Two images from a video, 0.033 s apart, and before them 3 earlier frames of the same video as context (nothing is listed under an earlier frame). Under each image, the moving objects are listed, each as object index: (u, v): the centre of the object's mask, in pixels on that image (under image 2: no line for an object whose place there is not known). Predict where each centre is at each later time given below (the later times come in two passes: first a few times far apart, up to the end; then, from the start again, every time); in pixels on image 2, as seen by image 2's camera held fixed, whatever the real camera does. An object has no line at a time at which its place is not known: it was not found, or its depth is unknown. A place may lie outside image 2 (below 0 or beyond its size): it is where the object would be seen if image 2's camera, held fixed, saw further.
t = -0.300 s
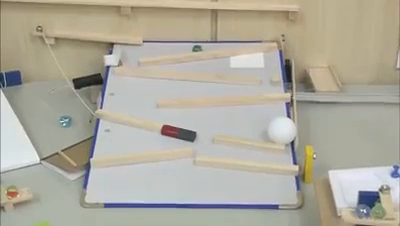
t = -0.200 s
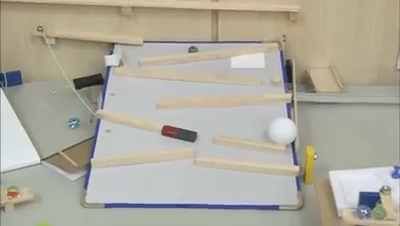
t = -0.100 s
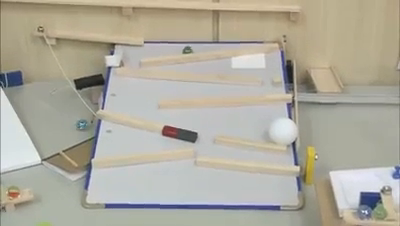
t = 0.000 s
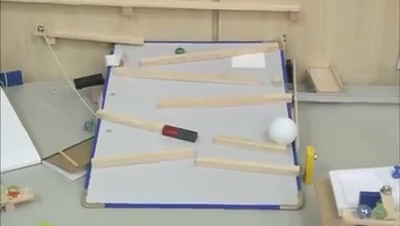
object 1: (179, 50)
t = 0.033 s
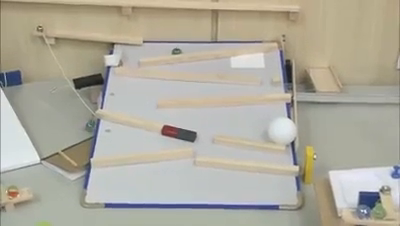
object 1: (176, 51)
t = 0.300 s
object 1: (149, 53)
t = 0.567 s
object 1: (125, 62)
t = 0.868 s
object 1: (140, 65)
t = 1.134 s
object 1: (155, 66)
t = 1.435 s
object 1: (172, 67)
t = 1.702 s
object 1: (189, 68)
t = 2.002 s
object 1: (207, 69)
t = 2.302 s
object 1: (225, 71)
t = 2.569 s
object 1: (239, 71)
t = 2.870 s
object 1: (254, 72)
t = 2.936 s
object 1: (258, 73)
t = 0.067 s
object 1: (173, 50)
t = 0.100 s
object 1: (170, 51)
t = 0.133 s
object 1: (167, 51)
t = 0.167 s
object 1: (164, 52)
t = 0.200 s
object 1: (160, 52)
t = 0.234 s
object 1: (157, 53)
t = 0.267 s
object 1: (153, 53)
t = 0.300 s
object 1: (149, 53)
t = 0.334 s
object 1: (146, 54)
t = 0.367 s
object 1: (142, 54)
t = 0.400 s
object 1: (138, 56)
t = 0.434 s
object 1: (134, 57)
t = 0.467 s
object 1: (130, 58)
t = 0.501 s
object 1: (125, 60)
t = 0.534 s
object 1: (123, 61)
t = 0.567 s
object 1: (125, 62)
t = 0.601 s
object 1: (126, 63)
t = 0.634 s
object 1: (127, 63)
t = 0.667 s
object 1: (130, 63)
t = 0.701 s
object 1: (131, 64)
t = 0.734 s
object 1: (133, 64)
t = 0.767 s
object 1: (134, 64)
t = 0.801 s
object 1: (136, 64)
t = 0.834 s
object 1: (138, 64)
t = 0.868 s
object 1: (140, 65)
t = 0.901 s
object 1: (141, 65)
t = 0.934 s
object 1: (143, 65)
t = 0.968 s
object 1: (145, 65)
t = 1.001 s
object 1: (146, 65)
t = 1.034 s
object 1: (148, 65)
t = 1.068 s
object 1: (151, 65)
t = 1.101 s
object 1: (153, 65)
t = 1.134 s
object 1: (155, 66)
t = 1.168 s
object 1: (156, 66)
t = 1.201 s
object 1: (158, 66)
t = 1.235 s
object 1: (160, 66)
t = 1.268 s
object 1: (162, 66)
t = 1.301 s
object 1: (165, 66)
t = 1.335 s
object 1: (167, 67)
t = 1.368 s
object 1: (168, 67)
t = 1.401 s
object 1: (171, 67)
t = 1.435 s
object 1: (172, 67)
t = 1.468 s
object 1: (175, 67)
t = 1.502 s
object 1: (177, 67)
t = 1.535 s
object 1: (179, 67)
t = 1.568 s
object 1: (181, 68)
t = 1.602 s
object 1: (183, 68)
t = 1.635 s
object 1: (185, 68)
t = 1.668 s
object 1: (187, 68)
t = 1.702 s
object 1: (189, 68)
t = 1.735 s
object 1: (191, 68)
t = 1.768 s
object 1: (193, 68)
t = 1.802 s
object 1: (195, 69)
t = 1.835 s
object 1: (198, 69)
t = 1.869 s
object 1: (199, 69)
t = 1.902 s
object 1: (202, 69)
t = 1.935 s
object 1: (203, 69)
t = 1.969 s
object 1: (205, 69)
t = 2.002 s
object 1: (207, 69)
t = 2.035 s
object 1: (209, 69)
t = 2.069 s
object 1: (211, 70)
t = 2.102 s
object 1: (213, 70)
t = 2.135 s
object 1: (216, 70)
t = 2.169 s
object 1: (217, 70)
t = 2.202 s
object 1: (219, 70)
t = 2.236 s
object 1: (221, 70)
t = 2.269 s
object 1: (223, 70)
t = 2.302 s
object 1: (225, 71)
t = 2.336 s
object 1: (227, 71)
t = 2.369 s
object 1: (228, 71)
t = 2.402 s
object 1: (230, 71)
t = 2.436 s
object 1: (232, 71)
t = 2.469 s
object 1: (234, 71)
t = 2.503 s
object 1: (236, 71)
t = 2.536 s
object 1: (237, 71)
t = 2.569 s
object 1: (239, 71)
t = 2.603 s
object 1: (241, 72)
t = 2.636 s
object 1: (243, 72)
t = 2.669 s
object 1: (245, 72)
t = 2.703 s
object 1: (246, 72)
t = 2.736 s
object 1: (248, 72)
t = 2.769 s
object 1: (250, 72)
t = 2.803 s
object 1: (251, 72)
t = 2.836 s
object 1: (253, 72)
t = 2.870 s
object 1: (254, 72)
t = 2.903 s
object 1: (256, 72)
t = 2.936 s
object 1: (258, 73)
